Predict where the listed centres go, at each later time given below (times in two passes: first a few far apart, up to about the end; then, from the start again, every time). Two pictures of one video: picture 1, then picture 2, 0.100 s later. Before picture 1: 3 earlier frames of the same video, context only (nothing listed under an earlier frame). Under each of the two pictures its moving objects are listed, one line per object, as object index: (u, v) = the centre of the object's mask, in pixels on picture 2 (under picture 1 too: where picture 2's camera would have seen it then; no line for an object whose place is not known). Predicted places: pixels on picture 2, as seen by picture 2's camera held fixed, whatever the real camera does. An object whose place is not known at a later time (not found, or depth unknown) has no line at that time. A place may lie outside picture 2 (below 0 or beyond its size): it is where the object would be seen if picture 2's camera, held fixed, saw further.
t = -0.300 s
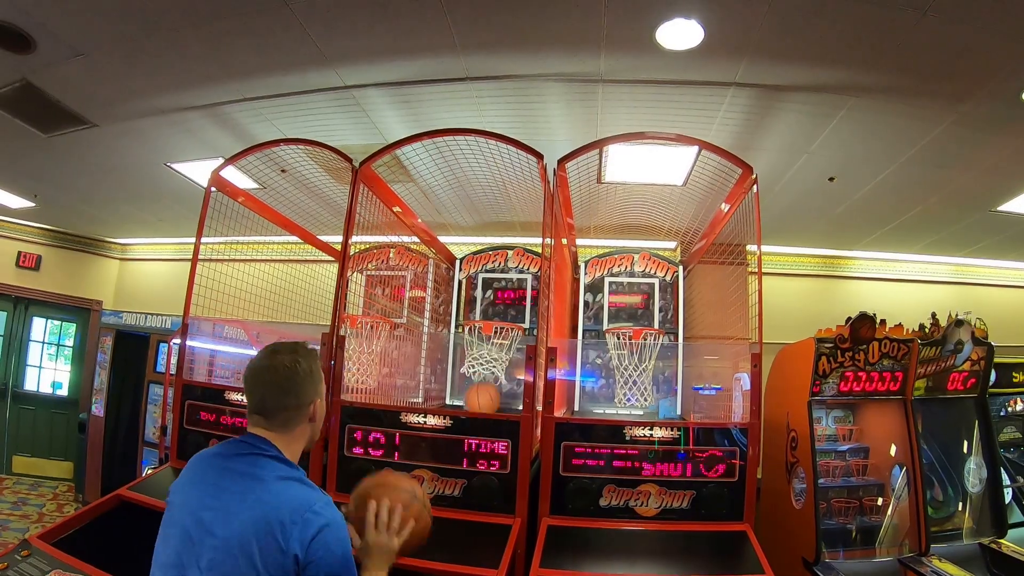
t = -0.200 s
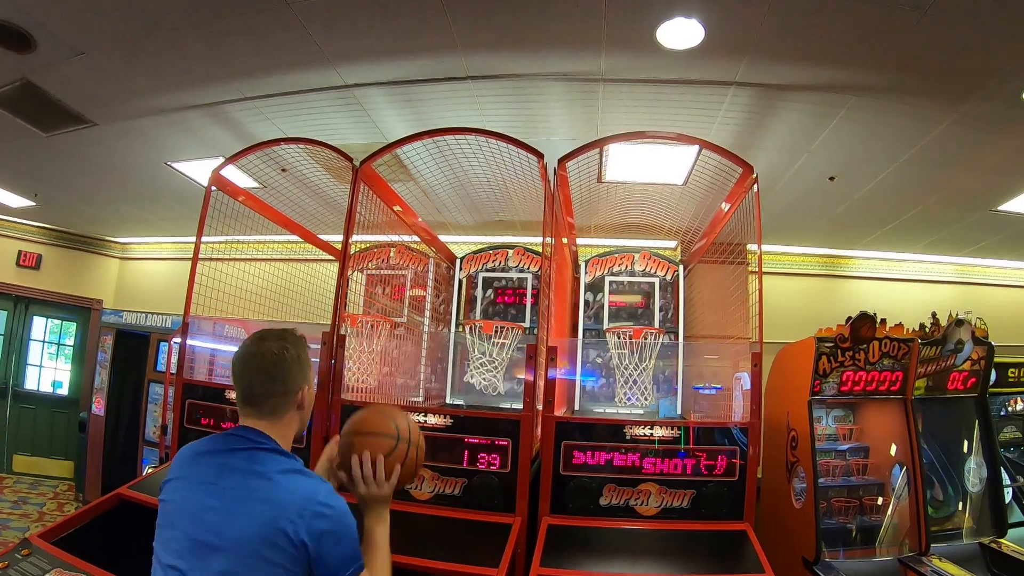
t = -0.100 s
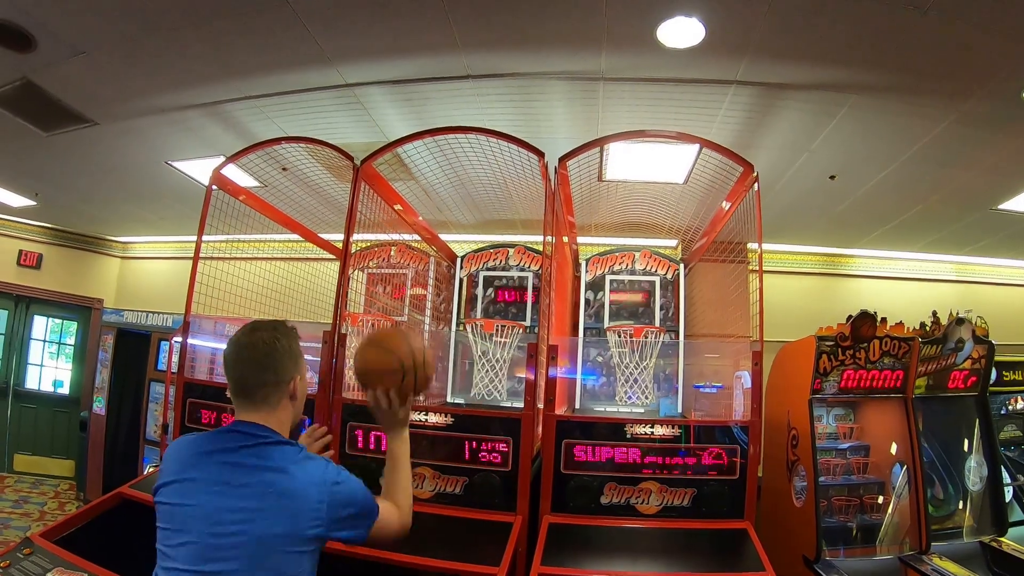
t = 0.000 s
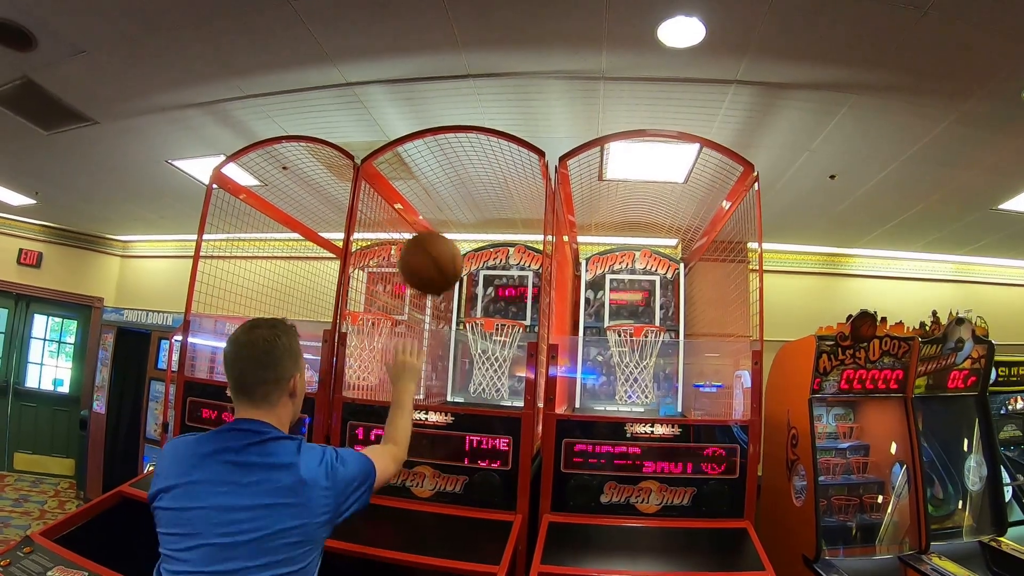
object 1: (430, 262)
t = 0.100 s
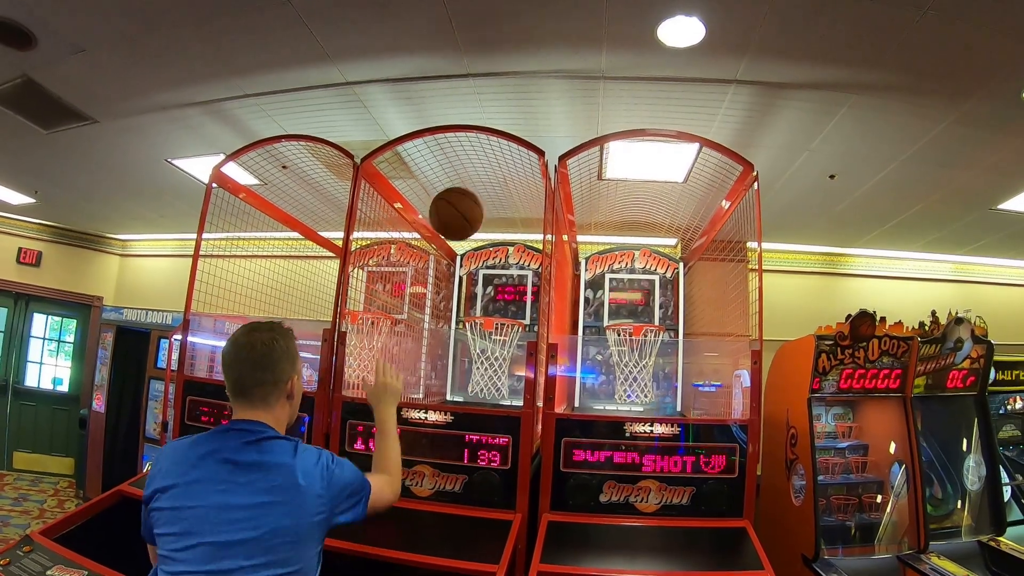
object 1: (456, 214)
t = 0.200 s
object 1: (472, 201)
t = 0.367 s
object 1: (488, 219)
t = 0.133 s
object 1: (463, 205)
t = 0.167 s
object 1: (466, 204)
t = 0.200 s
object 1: (472, 201)
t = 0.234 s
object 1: (477, 202)
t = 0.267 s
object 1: (479, 204)
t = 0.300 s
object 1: (483, 208)
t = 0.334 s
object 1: (486, 215)
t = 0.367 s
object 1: (488, 219)
